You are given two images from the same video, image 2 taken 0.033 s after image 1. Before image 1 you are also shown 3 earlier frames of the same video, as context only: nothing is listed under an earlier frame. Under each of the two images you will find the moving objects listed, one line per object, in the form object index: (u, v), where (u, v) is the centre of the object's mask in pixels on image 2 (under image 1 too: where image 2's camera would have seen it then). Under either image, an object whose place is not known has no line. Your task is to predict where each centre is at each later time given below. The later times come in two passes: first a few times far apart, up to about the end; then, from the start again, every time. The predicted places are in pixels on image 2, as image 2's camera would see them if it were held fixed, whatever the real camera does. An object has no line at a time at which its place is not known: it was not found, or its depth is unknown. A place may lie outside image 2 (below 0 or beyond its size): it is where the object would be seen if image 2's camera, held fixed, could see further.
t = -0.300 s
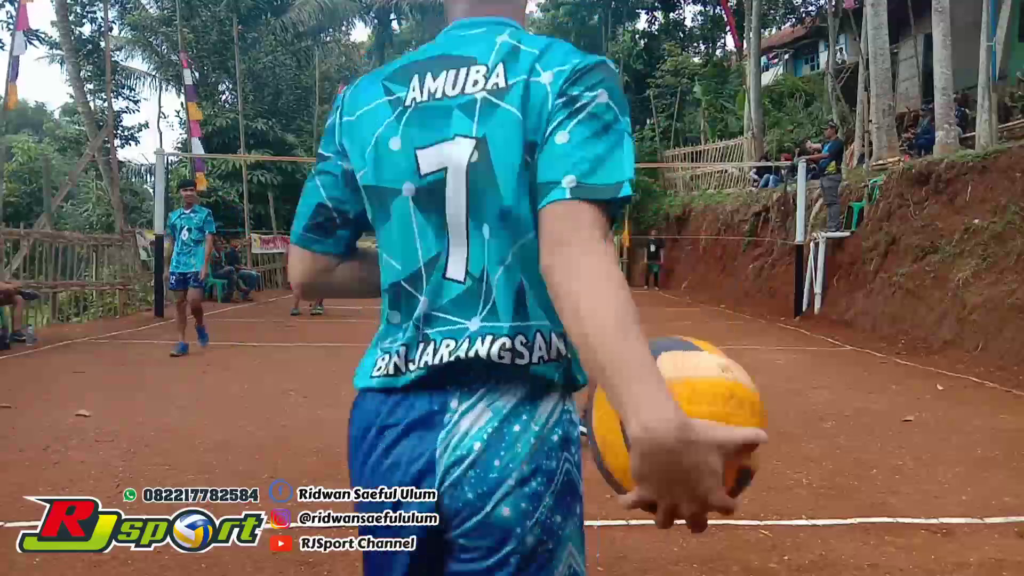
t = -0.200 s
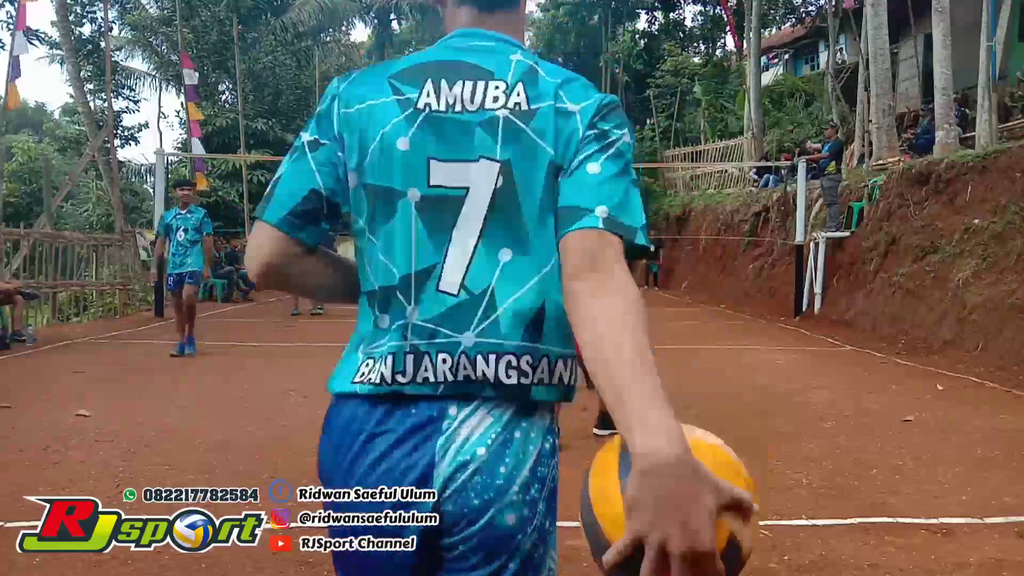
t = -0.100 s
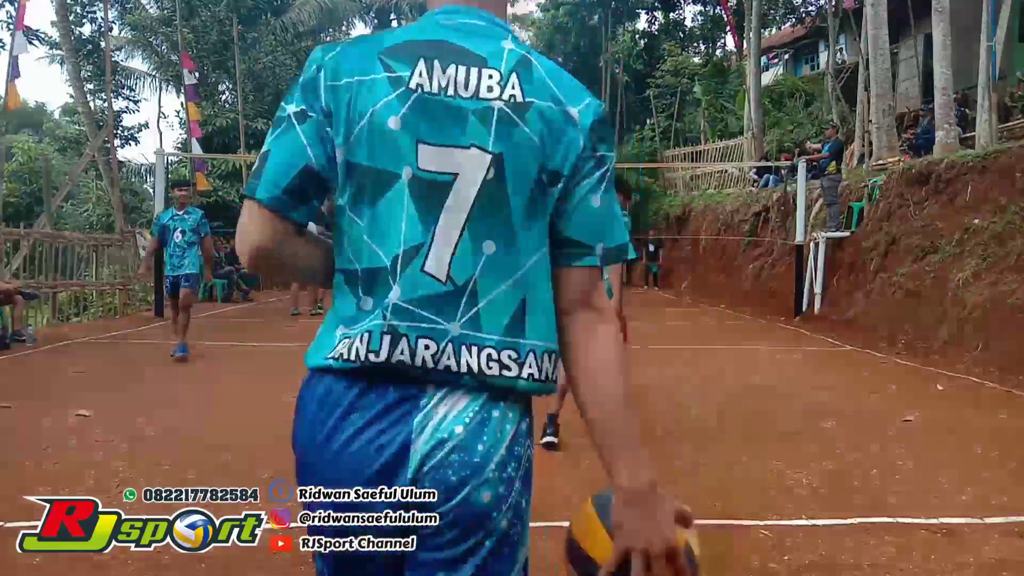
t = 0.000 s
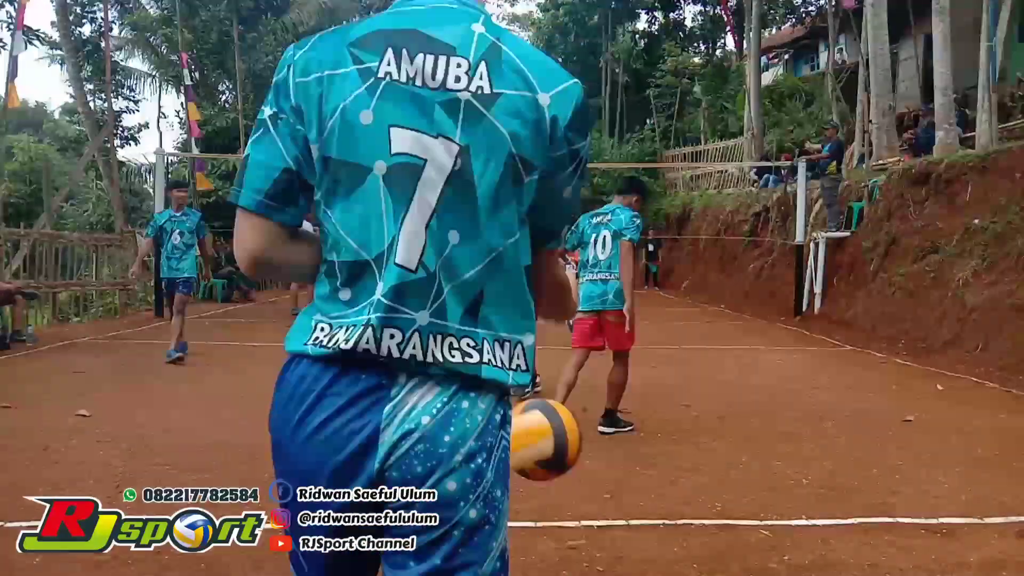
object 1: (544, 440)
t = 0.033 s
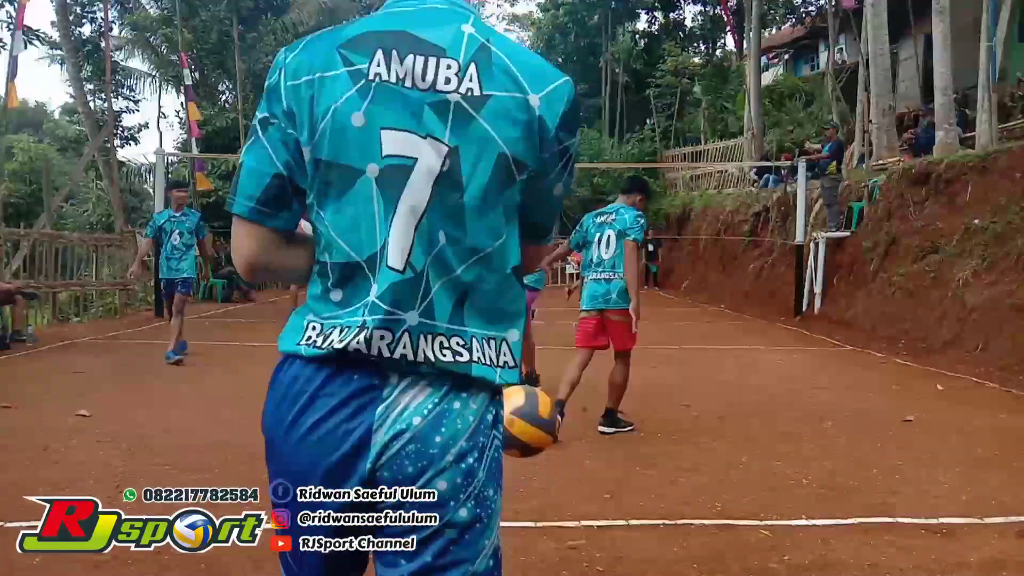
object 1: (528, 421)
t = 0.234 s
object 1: (464, 414)
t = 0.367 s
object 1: (448, 402)
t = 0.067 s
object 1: (514, 411)
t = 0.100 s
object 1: (501, 405)
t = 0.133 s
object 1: (490, 403)
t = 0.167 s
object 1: (480, 404)
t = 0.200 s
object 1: (470, 408)
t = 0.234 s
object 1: (464, 414)
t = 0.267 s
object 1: (459, 420)
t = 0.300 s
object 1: (454, 429)
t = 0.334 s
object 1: (451, 425)
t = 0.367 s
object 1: (448, 402)
